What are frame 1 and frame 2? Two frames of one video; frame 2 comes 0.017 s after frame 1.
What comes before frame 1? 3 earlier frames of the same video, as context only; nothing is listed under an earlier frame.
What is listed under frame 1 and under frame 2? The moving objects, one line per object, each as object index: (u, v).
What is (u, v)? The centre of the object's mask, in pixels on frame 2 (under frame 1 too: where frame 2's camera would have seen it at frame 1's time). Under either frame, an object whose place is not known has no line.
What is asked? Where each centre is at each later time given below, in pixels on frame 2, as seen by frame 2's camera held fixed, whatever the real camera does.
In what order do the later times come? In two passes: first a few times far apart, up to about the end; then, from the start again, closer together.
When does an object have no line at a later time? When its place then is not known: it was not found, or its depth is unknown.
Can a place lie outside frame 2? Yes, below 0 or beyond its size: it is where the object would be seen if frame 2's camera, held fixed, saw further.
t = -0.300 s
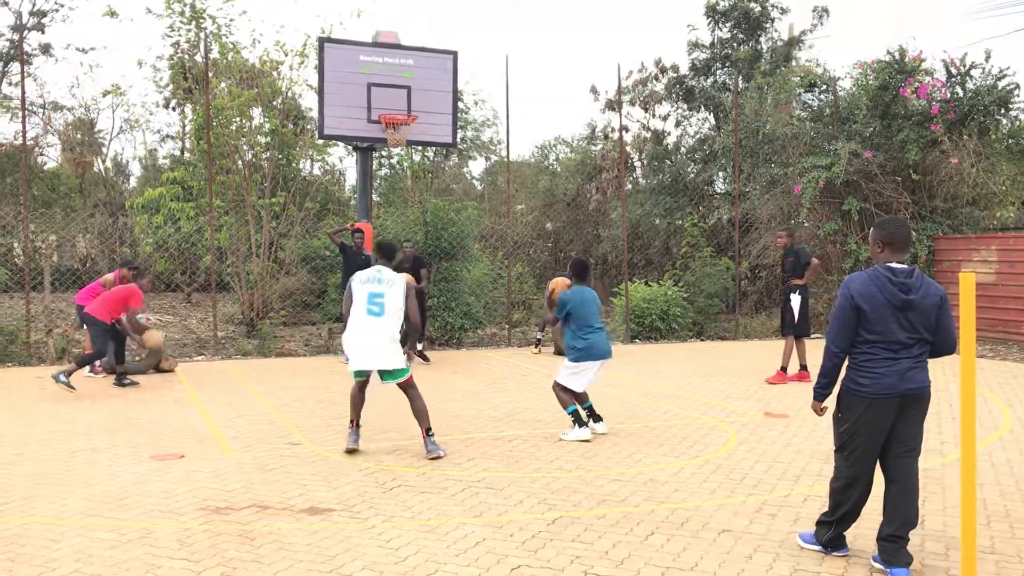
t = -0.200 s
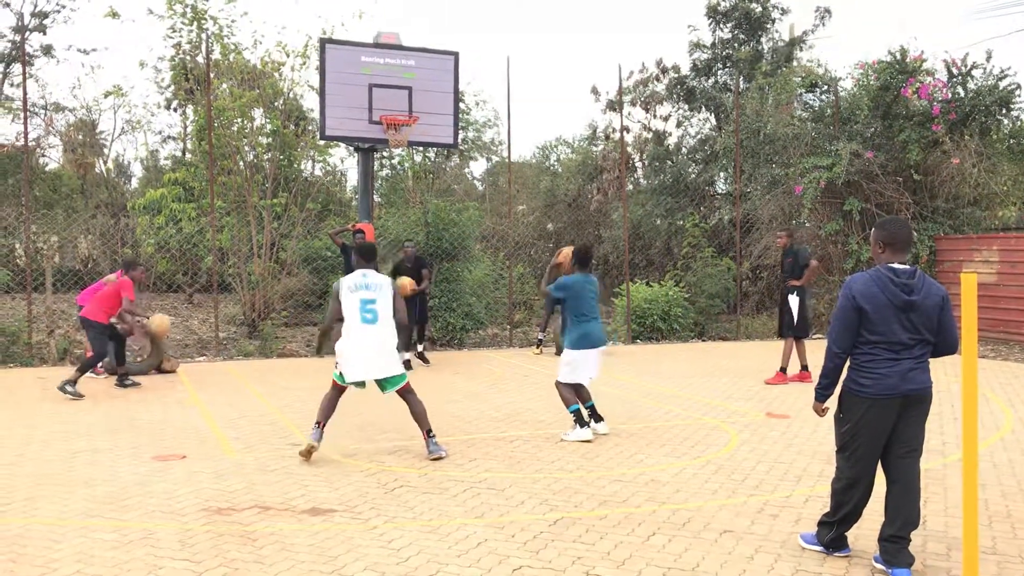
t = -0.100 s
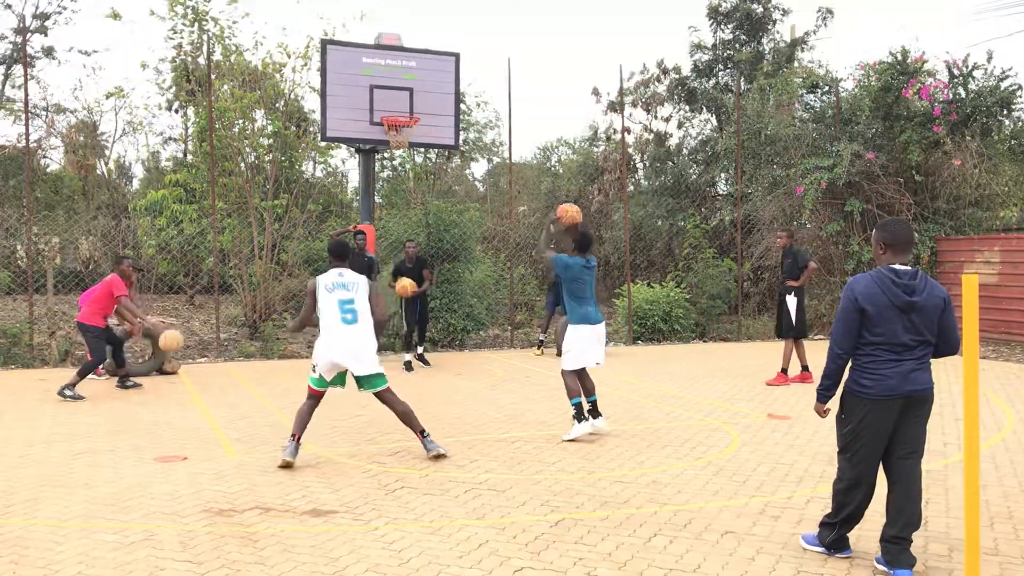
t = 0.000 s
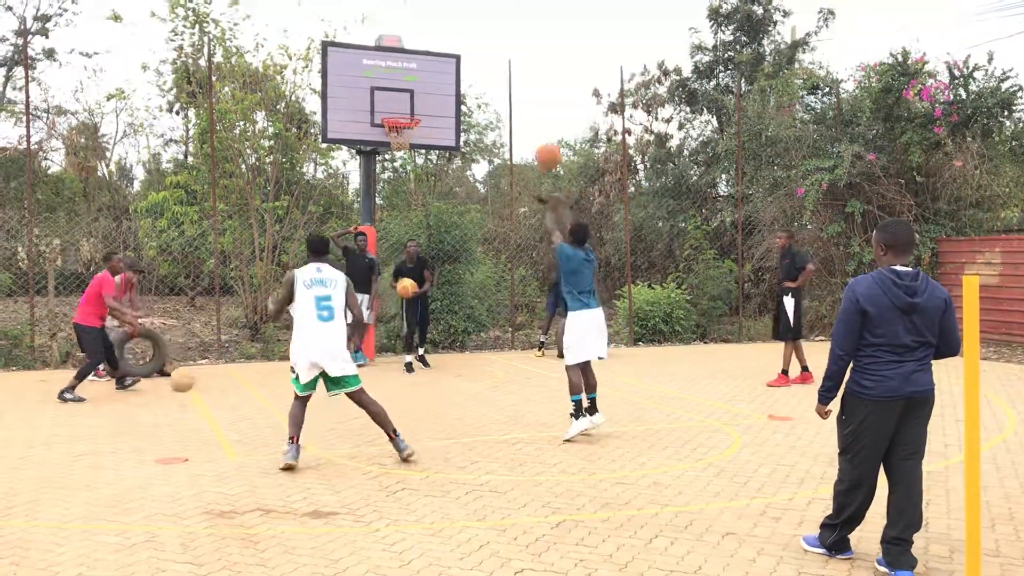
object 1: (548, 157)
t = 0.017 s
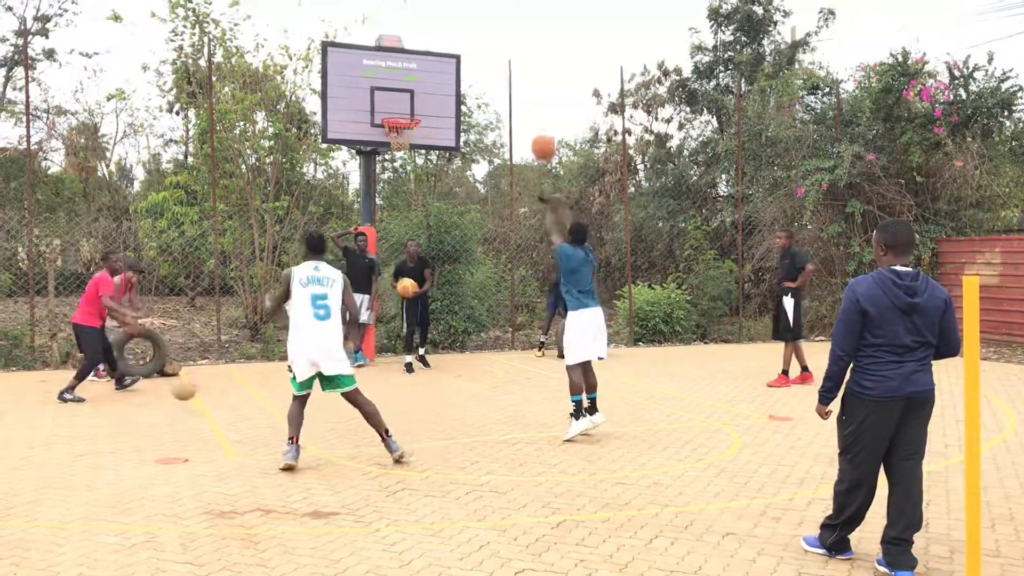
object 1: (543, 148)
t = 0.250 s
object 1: (494, 62)
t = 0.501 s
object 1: (449, 42)
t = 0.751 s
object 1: (411, 78)
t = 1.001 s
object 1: (396, 80)
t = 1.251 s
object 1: (400, 42)
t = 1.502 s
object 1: (406, 44)
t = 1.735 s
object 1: (413, 78)
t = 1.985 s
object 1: (423, 88)
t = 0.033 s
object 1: (541, 139)
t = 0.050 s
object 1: (537, 130)
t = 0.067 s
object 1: (533, 122)
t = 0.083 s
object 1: (529, 115)
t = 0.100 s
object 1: (525, 108)
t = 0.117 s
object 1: (522, 102)
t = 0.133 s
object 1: (518, 95)
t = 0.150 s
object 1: (514, 90)
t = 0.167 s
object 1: (511, 84)
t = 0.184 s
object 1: (507, 79)
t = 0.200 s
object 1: (504, 75)
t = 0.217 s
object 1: (501, 70)
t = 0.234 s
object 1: (498, 66)
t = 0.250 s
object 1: (494, 62)
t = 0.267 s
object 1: (491, 59)
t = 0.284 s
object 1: (487, 55)
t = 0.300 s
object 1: (484, 53)
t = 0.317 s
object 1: (481, 50)
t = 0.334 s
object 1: (478, 48)
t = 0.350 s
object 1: (475, 46)
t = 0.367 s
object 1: (472, 45)
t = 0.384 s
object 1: (469, 43)
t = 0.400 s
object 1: (466, 43)
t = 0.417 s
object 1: (463, 42)
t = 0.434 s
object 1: (460, 41)
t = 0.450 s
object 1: (457, 41)
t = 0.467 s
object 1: (455, 41)
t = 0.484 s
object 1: (452, 42)
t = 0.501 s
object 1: (449, 42)
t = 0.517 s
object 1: (447, 44)
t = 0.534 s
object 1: (444, 44)
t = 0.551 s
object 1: (442, 45)
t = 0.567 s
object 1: (439, 46)
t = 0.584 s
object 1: (436, 49)
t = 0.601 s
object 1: (433, 51)
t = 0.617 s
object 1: (431, 54)
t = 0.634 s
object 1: (428, 56)
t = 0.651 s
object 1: (426, 58)
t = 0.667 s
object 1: (423, 61)
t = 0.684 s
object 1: (420, 65)
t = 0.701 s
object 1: (418, 68)
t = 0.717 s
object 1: (417, 70)
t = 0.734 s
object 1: (413, 74)
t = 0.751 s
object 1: (411, 78)
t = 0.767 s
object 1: (408, 84)
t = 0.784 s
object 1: (407, 86)
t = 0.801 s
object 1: (404, 92)
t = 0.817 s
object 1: (402, 96)
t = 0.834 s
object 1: (399, 100)
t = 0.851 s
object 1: (396, 107)
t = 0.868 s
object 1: (395, 109)
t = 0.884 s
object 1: (395, 110)
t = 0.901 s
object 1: (394, 108)
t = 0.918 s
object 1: (394, 105)
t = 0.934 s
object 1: (394, 98)
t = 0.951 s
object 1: (395, 94)
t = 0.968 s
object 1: (396, 87)
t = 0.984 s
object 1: (396, 84)
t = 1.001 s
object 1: (396, 80)
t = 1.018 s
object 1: (397, 78)
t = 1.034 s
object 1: (397, 71)
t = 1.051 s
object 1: (397, 69)
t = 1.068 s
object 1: (397, 66)
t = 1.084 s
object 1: (397, 62)
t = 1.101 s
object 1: (398, 58)
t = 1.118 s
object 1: (398, 56)
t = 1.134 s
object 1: (398, 53)
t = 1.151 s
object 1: (398, 52)
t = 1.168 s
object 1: (399, 49)
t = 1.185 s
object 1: (399, 47)
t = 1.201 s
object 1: (400, 45)
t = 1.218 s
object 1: (400, 44)
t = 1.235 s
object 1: (400, 42)
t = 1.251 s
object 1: (400, 42)
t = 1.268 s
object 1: (400, 41)
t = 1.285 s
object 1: (401, 40)
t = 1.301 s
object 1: (401, 40)
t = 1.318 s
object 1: (401, 40)
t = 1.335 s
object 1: (401, 40)
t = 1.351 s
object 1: (401, 41)
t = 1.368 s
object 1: (401, 41)
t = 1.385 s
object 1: (401, 41)
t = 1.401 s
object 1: (402, 42)
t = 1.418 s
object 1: (402, 43)
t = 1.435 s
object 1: (402, 43)
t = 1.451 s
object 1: (404, 42)
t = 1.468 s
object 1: (404, 43)
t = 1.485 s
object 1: (406, 44)
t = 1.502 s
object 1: (406, 44)
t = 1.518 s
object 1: (406, 44)
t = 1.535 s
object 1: (406, 45)
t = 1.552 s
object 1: (407, 47)
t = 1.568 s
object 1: (407, 49)
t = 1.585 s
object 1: (407, 50)
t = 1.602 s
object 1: (408, 52)
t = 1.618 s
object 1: (409, 56)
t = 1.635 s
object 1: (410, 59)
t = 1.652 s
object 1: (411, 62)
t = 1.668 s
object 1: (411, 65)
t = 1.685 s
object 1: (412, 67)
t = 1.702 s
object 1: (413, 69)
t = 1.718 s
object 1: (413, 72)
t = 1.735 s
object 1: (413, 78)
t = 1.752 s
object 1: (414, 82)
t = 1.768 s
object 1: (414, 84)
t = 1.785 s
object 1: (414, 92)
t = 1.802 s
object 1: (415, 96)
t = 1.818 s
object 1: (415, 102)
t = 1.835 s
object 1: (416, 107)
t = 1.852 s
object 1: (417, 112)
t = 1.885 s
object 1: (418, 107)
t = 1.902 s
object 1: (418, 104)
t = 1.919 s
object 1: (420, 99)
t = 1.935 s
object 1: (420, 97)
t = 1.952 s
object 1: (421, 94)
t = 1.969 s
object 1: (422, 91)
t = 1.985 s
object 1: (423, 88)
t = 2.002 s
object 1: (424, 86)
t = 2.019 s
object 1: (425, 83)
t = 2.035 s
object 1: (426, 81)
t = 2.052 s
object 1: (427, 79)
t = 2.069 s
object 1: (427, 78)
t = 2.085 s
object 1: (428, 76)
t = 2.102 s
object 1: (429, 75)
